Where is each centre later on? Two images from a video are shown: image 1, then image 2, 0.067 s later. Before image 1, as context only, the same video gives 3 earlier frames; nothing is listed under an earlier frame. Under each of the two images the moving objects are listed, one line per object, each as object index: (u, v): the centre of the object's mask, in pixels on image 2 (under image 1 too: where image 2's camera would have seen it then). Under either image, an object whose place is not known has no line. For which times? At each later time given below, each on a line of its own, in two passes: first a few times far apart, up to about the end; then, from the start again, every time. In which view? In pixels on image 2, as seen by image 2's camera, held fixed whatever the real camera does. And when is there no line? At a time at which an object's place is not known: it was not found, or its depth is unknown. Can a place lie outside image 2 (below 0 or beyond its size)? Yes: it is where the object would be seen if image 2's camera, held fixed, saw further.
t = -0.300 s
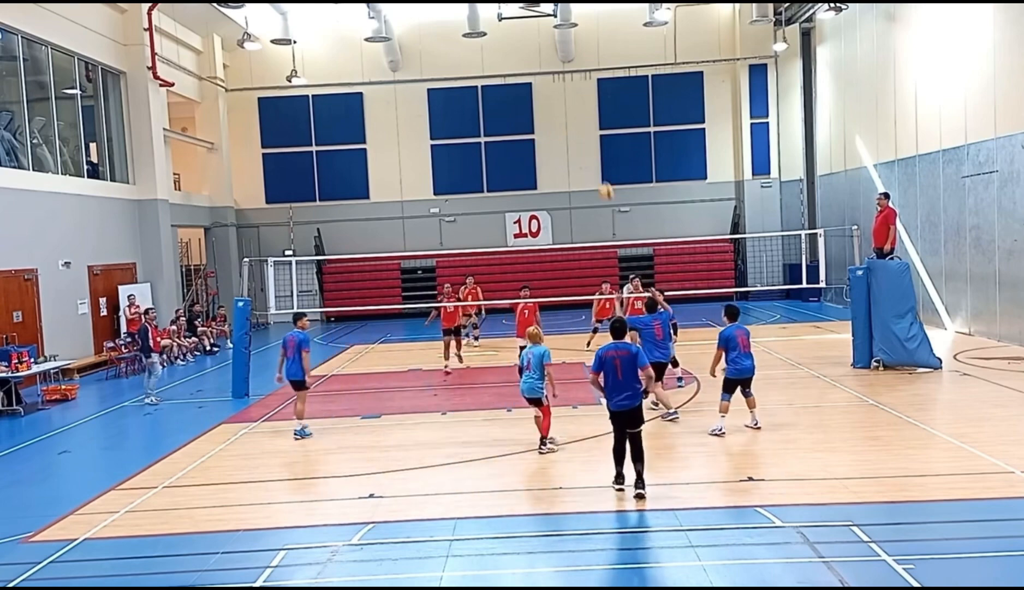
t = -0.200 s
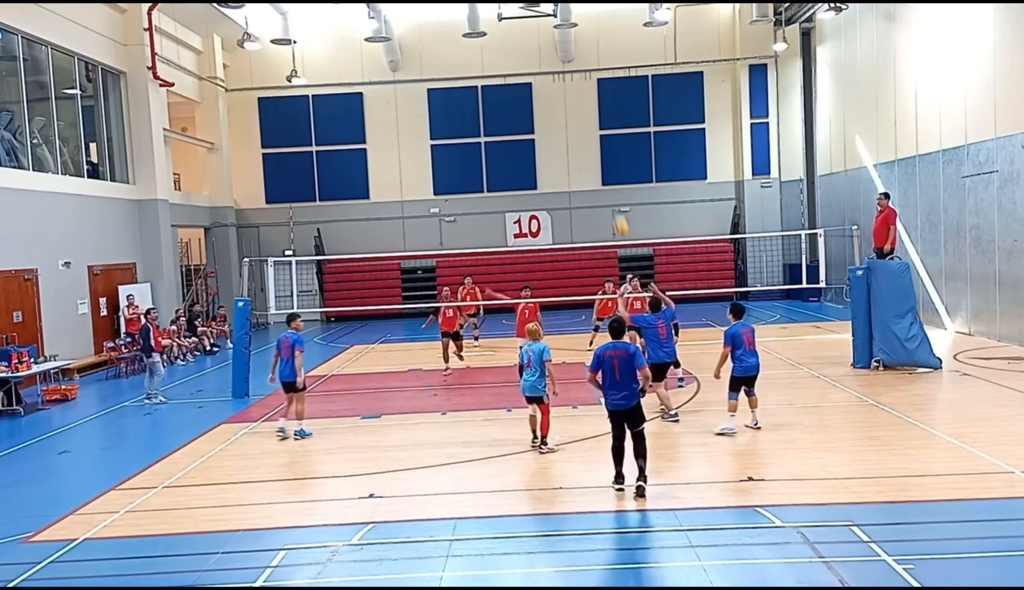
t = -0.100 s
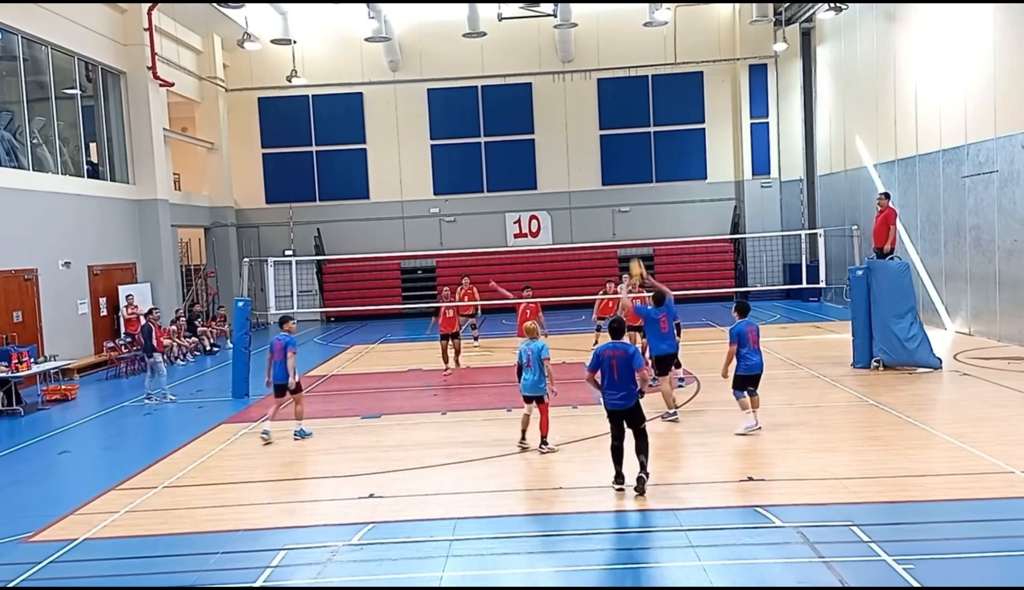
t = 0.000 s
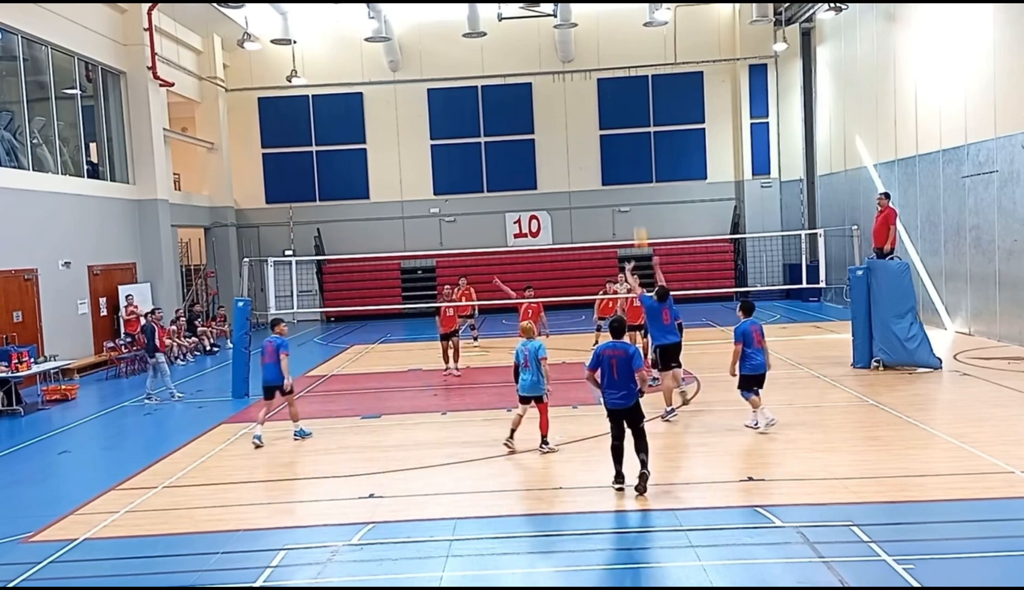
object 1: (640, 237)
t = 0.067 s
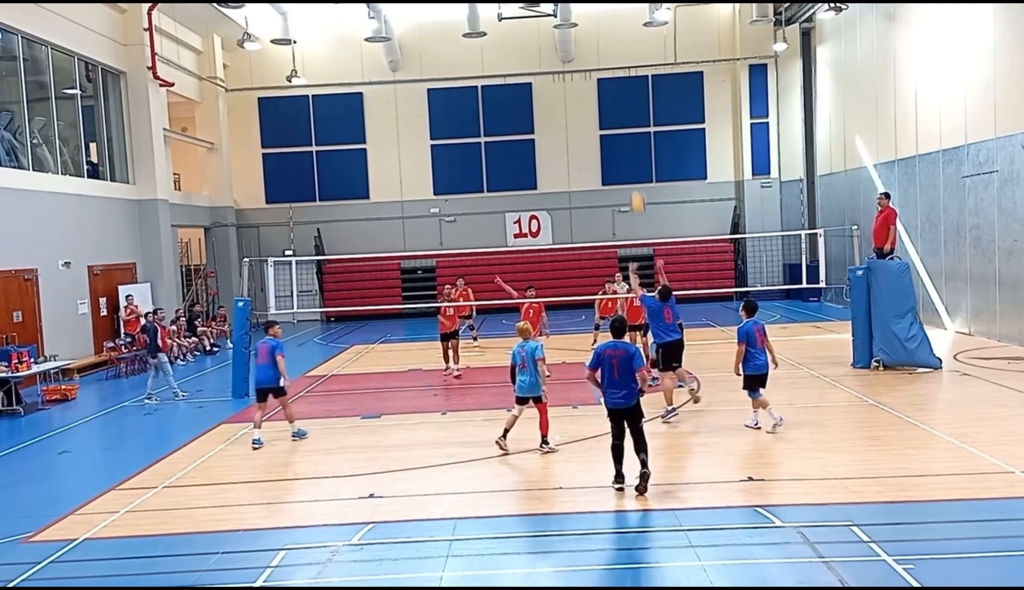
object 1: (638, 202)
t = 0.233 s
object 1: (633, 127)
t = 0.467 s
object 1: (627, 58)
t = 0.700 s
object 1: (624, 28)
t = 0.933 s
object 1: (622, 34)
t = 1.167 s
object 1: (621, 78)
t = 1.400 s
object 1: (623, 152)
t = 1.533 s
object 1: (625, 207)
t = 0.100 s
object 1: (637, 184)
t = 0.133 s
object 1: (636, 169)
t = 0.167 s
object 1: (635, 155)
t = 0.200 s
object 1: (634, 142)
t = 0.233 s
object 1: (633, 127)
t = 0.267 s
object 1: (632, 114)
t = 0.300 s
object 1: (631, 103)
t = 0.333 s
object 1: (630, 93)
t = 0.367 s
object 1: (629, 84)
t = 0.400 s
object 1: (629, 75)
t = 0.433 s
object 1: (628, 66)
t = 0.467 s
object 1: (627, 58)
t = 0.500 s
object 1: (627, 51)
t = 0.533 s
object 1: (626, 45)
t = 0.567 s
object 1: (625, 40)
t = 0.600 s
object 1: (625, 36)
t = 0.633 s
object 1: (625, 32)
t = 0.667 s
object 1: (624, 30)
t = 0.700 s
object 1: (624, 28)
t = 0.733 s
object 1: (623, 27)
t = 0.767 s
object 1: (623, 26)
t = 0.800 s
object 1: (622, 26)
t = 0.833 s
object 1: (622, 27)
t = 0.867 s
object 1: (622, 29)
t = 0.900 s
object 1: (622, 31)
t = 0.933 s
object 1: (622, 34)
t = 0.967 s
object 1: (621, 38)
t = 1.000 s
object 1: (621, 43)
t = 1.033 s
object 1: (621, 48)
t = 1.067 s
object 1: (621, 54)
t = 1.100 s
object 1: (621, 62)
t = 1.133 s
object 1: (621, 69)
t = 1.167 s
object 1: (621, 78)
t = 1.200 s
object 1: (621, 86)
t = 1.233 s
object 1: (621, 95)
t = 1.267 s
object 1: (622, 105)
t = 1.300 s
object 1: (622, 116)
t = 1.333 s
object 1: (622, 127)
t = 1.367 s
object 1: (623, 140)
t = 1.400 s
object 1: (623, 152)
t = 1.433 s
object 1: (624, 165)
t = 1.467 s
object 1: (624, 177)
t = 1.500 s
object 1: (625, 192)
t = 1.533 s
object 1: (625, 207)
